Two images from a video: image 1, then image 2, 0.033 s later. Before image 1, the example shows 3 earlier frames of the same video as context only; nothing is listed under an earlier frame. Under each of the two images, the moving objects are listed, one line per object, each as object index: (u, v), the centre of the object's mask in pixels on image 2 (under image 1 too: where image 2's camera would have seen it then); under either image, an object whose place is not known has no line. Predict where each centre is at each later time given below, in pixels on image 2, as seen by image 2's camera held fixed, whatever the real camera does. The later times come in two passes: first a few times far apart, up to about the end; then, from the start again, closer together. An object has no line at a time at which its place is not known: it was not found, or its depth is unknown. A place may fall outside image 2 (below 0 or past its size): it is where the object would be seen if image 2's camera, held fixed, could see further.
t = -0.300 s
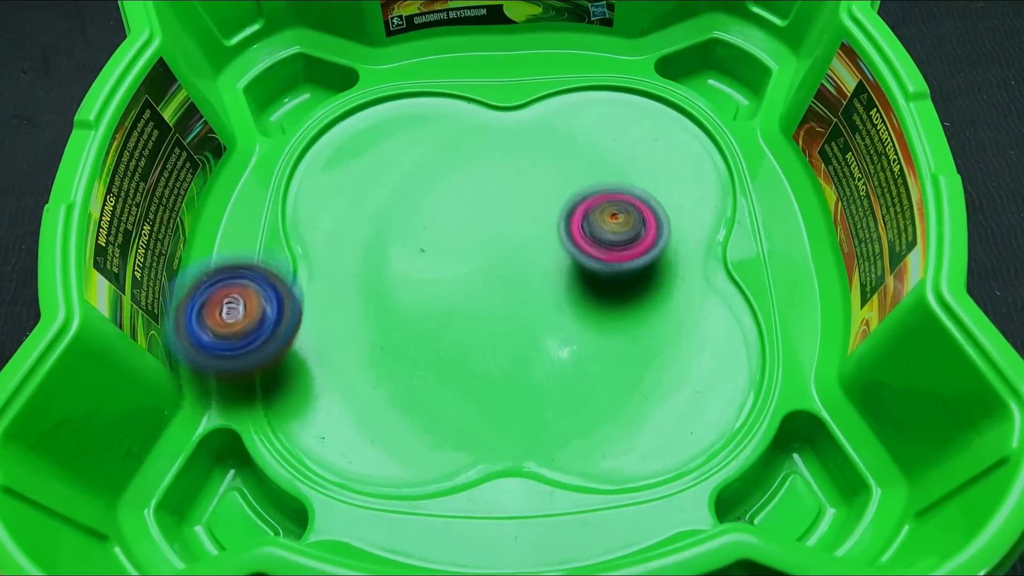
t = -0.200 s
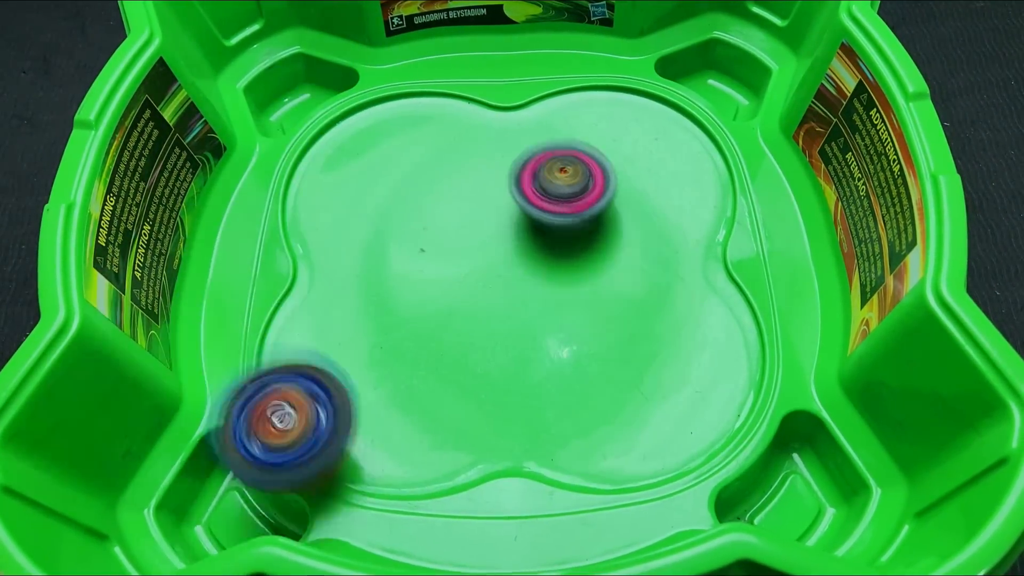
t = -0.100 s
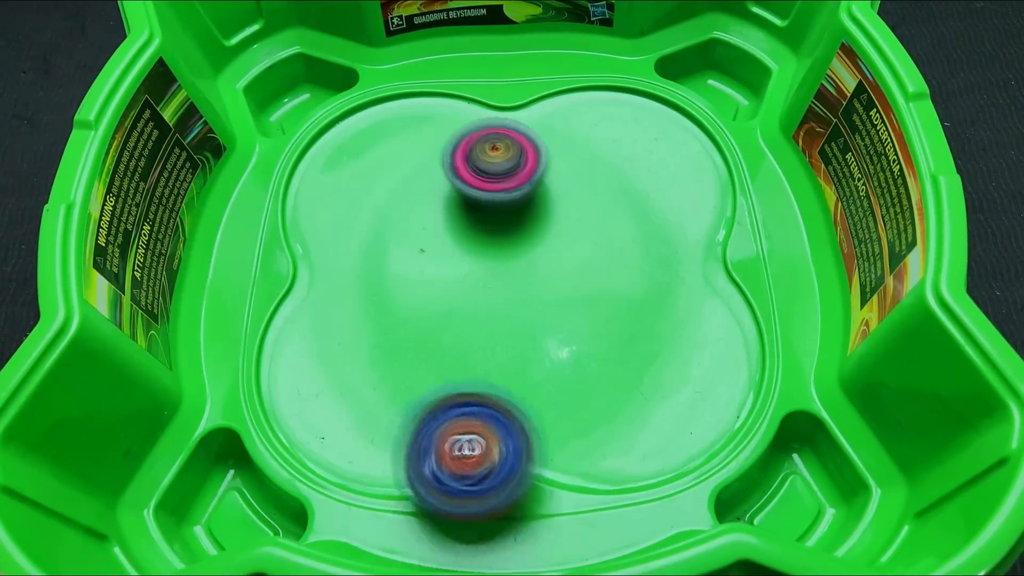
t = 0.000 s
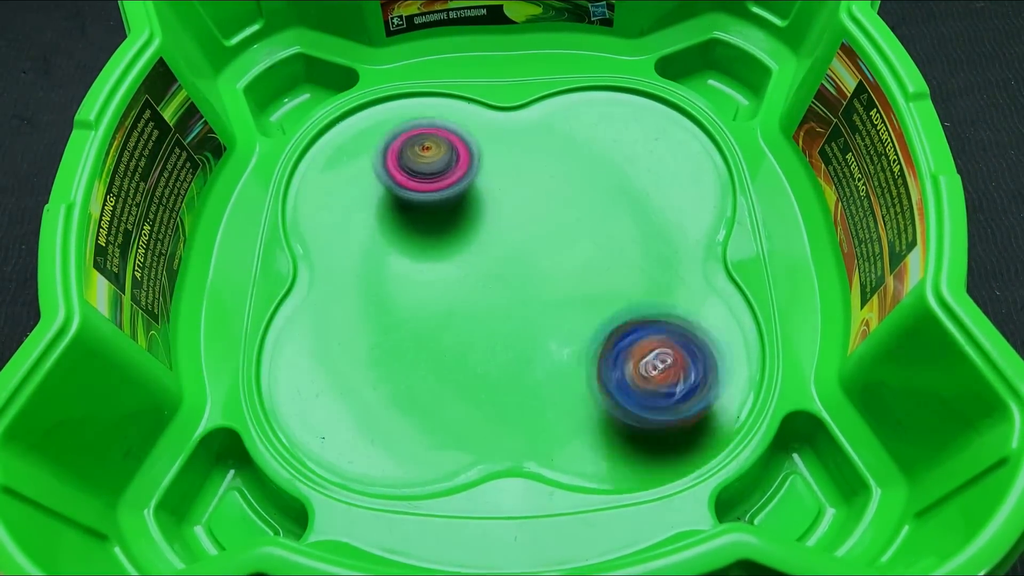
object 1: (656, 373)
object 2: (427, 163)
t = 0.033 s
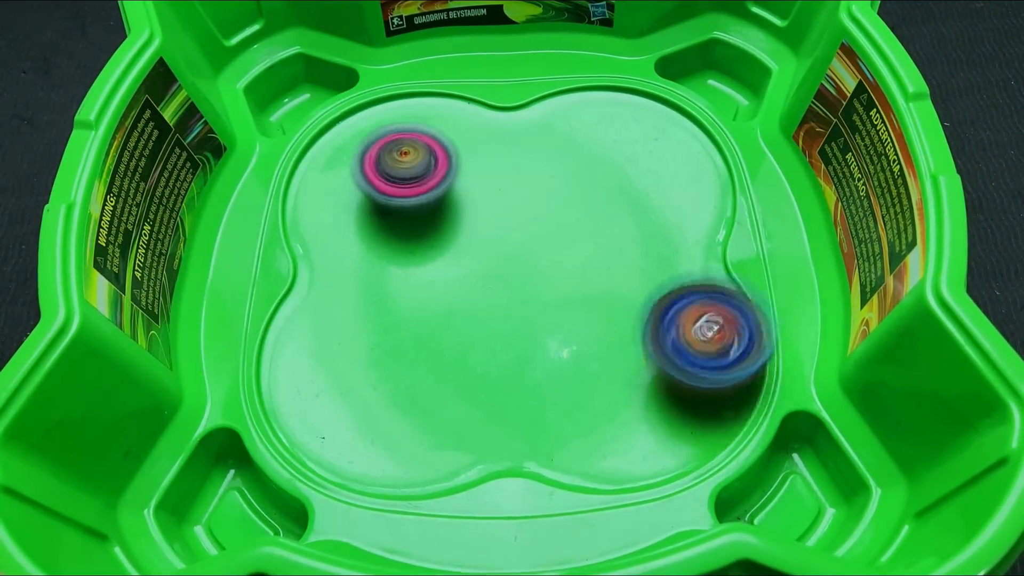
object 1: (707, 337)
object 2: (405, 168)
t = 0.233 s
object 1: (688, 134)
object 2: (308, 233)
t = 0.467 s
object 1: (451, 52)
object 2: (347, 352)
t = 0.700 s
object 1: (282, 206)
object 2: (518, 356)
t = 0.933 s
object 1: (528, 443)
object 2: (603, 225)
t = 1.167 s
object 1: (722, 253)
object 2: (526, 123)
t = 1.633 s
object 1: (439, 181)
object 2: (320, 246)
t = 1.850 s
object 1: (584, 300)
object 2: (385, 357)
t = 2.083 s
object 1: (712, 180)
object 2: (546, 362)
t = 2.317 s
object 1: (553, 80)
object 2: (623, 247)
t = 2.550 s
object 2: (551, 149)
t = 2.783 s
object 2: (425, 155)
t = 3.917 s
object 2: (511, 161)
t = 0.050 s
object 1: (728, 317)
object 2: (395, 171)
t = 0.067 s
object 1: (747, 297)
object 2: (385, 174)
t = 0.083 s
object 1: (753, 274)
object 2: (374, 178)
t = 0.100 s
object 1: (747, 254)
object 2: (366, 183)
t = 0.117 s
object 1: (741, 236)
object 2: (357, 187)
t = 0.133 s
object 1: (734, 220)
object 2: (348, 193)
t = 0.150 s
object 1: (726, 209)
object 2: (340, 198)
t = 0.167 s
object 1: (717, 201)
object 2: (333, 203)
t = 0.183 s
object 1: (711, 181)
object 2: (326, 210)
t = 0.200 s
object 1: (704, 162)
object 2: (319, 218)
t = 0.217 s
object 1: (696, 147)
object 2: (313, 224)
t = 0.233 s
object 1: (688, 134)
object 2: (308, 233)
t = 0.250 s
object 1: (680, 121)
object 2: (304, 241)
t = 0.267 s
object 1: (669, 101)
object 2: (302, 249)
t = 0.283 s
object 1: (657, 87)
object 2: (302, 258)
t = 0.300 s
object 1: (647, 76)
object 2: (301, 268)
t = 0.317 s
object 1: (631, 64)
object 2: (302, 277)
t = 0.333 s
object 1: (611, 58)
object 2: (302, 288)
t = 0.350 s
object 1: (591, 55)
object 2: (304, 297)
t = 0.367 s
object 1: (568, 54)
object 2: (307, 305)
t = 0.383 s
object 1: (548, 55)
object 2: (311, 315)
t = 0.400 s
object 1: (528, 55)
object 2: (317, 323)
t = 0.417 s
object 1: (507, 57)
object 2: (323, 330)
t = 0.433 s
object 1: (488, 54)
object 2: (330, 338)
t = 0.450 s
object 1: (471, 53)
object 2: (338, 346)
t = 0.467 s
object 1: (451, 52)
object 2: (347, 352)
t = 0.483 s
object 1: (434, 54)
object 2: (359, 358)
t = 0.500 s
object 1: (420, 54)
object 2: (369, 363)
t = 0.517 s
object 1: (403, 58)
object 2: (380, 367)
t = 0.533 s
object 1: (388, 61)
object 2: (392, 370)
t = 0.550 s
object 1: (373, 68)
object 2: (405, 373)
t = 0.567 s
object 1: (358, 77)
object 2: (416, 374)
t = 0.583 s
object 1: (346, 94)
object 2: (429, 374)
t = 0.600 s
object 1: (334, 108)
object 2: (442, 374)
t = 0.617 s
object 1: (320, 117)
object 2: (455, 373)
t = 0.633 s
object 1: (310, 137)
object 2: (468, 371)
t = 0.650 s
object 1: (300, 152)
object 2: (481, 368)
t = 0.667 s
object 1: (291, 170)
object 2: (493, 364)
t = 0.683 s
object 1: (284, 187)
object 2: (506, 360)
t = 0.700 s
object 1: (282, 206)
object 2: (518, 356)
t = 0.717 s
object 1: (292, 226)
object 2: (529, 350)
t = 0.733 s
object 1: (306, 247)
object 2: (541, 342)
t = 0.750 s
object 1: (319, 267)
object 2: (552, 335)
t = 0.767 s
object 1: (330, 285)
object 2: (562, 327)
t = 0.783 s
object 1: (343, 307)
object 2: (571, 318)
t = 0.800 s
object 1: (356, 329)
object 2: (579, 309)
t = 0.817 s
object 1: (369, 347)
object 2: (585, 299)
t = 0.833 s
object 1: (387, 368)
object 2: (592, 288)
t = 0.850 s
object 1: (407, 387)
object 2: (597, 278)
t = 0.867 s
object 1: (426, 402)
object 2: (600, 267)
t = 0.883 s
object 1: (451, 419)
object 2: (603, 256)
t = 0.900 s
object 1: (476, 427)
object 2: (604, 246)
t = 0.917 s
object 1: (499, 435)
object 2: (603, 236)
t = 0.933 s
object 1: (528, 443)
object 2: (603, 225)
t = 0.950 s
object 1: (557, 448)
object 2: (602, 216)
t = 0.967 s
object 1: (586, 449)
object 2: (599, 206)
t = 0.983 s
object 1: (617, 449)
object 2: (596, 195)
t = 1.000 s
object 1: (649, 445)
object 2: (592, 187)
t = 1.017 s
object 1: (677, 438)
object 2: (588, 178)
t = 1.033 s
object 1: (706, 428)
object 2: (583, 169)
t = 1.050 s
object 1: (725, 410)
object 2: (577, 162)
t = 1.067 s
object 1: (735, 388)
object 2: (571, 154)
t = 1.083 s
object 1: (744, 366)
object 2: (564, 148)
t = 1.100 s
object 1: (754, 342)
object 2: (558, 141)
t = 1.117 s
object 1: (757, 318)
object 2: (550, 136)
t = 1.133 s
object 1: (753, 293)
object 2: (542, 131)
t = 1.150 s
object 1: (739, 273)
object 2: (534, 127)
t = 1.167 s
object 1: (722, 253)
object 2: (526, 123)
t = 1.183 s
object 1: (702, 234)
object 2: (518, 119)
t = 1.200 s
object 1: (686, 216)
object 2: (509, 116)
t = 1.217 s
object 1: (670, 197)
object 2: (501, 114)
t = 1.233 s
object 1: (653, 178)
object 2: (492, 112)
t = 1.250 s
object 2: (483, 112)
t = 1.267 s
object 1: (620, 148)
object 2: (474, 111)
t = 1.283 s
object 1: (601, 132)
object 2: (465, 110)
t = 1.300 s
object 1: (584, 122)
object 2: (457, 111)
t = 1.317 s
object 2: (448, 112)
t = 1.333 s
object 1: (546, 103)
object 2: (436, 114)
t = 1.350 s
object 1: (533, 96)
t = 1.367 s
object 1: (520, 90)
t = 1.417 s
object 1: (478, 96)
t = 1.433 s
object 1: (471, 96)
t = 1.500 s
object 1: (449, 109)
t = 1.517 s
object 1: (445, 113)
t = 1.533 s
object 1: (441, 120)
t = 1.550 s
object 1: (439, 127)
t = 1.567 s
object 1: (437, 136)
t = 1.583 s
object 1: (436, 147)
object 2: (307, 216)
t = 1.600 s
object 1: (436, 157)
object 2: (311, 227)
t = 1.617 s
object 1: (437, 168)
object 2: (316, 236)
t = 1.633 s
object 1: (439, 181)
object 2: (320, 246)
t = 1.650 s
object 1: (442, 194)
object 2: (324, 256)
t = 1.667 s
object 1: (446, 207)
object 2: (325, 265)
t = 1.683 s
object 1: (453, 221)
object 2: (328, 276)
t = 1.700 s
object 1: (461, 232)
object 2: (331, 285)
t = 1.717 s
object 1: (470, 244)
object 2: (334, 295)
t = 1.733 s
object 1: (481, 257)
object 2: (338, 305)
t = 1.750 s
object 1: (493, 267)
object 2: (343, 314)
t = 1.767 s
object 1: (507, 276)
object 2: (348, 322)
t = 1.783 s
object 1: (521, 284)
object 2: (354, 330)
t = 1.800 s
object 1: (536, 291)
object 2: (361, 338)
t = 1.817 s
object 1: (551, 296)
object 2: (369, 345)
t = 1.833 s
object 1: (568, 299)
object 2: (377, 350)
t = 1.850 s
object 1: (584, 300)
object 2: (385, 357)
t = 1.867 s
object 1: (598, 299)
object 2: (394, 362)
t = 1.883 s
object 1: (614, 298)
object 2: (404, 366)
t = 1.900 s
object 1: (629, 296)
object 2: (415, 370)
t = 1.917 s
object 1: (643, 291)
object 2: (427, 374)
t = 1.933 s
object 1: (658, 285)
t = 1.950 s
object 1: (672, 278)
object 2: (451, 378)
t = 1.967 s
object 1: (683, 270)
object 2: (462, 379)
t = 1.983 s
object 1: (697, 260)
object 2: (474, 378)
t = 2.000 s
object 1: (708, 249)
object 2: (487, 378)
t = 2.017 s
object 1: (716, 237)
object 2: (498, 376)
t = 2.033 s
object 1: (720, 223)
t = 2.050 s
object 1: (718, 209)
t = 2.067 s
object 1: (716, 195)
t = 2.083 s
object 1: (712, 180)
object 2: (546, 362)
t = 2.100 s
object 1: (711, 166)
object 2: (557, 356)
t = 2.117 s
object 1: (706, 152)
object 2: (566, 349)
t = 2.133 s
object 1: (701, 138)
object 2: (576, 342)
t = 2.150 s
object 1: (694, 125)
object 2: (585, 335)
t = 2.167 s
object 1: (686, 115)
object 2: (592, 328)
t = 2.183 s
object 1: (676, 102)
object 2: (600, 319)
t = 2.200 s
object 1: (665, 95)
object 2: (606, 311)
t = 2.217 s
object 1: (652, 88)
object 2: (612, 303)
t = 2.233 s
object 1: (637, 81)
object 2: (617, 293)
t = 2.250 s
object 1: (622, 78)
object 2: (619, 284)
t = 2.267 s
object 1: (607, 76)
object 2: (622, 275)
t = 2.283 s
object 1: (589, 76)
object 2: (623, 265)
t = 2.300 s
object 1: (571, 76)
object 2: (623, 256)
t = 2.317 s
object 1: (553, 80)
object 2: (623, 247)
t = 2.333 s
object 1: (534, 88)
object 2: (622, 237)
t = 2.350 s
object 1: (518, 95)
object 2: (620, 228)
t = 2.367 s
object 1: (499, 103)
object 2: (619, 220)
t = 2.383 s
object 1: (479, 114)
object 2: (615, 210)
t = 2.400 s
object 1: (464, 125)
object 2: (611, 202)
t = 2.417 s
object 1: (448, 138)
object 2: (606, 194)
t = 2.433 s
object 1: (431, 152)
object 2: (600, 187)
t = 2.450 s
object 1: (419, 166)
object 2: (595, 180)
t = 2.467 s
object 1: (406, 182)
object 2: (589, 174)
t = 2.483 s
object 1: (395, 200)
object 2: (581, 167)
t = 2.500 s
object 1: (384, 217)
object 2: (574, 162)
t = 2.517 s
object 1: (377, 234)
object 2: (567, 157)
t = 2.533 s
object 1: (370, 256)
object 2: (559, 152)
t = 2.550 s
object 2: (551, 149)
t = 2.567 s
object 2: (542, 146)
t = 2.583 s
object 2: (532, 143)
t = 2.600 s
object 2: (524, 141)
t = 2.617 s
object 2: (514, 139)
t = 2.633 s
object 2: (505, 138)
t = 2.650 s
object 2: (498, 137)
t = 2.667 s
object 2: (488, 138)
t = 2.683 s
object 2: (478, 138)
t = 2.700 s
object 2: (468, 139)
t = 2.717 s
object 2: (459, 141)
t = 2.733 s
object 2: (450, 143)
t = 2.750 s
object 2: (442, 147)
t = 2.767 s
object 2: (434, 150)
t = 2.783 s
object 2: (425, 155)
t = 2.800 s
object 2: (417, 159)
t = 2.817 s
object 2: (410, 164)
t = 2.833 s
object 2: (403, 169)
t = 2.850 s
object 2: (396, 176)
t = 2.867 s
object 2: (390, 182)
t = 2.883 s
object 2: (384, 190)
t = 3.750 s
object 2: (597, 189)
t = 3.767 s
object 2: (589, 184)
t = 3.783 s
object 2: (581, 179)
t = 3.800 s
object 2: (574, 175)
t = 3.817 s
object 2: (566, 171)
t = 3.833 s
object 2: (557, 167)
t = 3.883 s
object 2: (529, 161)
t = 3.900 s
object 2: (519, 160)
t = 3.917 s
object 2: (511, 161)
